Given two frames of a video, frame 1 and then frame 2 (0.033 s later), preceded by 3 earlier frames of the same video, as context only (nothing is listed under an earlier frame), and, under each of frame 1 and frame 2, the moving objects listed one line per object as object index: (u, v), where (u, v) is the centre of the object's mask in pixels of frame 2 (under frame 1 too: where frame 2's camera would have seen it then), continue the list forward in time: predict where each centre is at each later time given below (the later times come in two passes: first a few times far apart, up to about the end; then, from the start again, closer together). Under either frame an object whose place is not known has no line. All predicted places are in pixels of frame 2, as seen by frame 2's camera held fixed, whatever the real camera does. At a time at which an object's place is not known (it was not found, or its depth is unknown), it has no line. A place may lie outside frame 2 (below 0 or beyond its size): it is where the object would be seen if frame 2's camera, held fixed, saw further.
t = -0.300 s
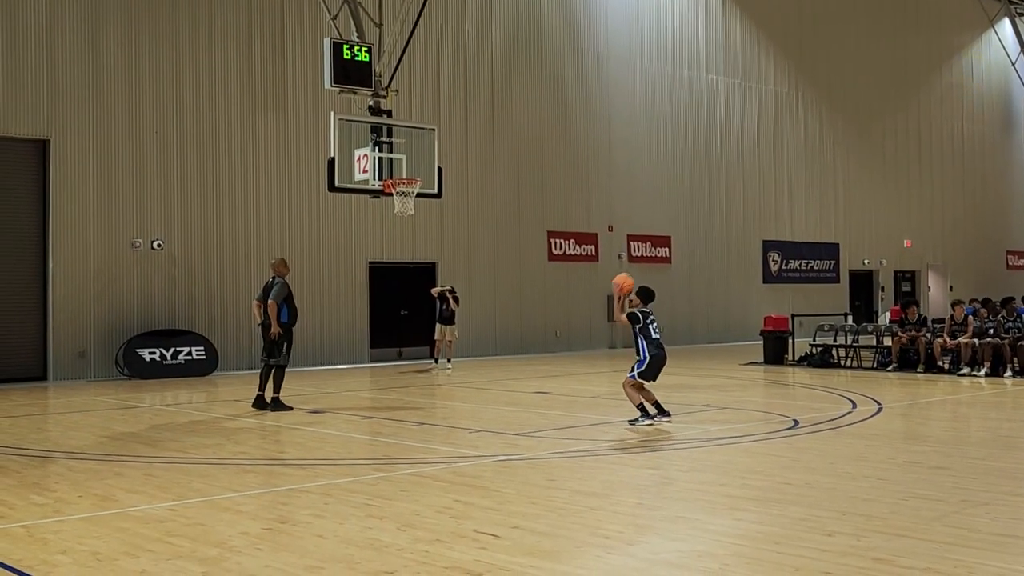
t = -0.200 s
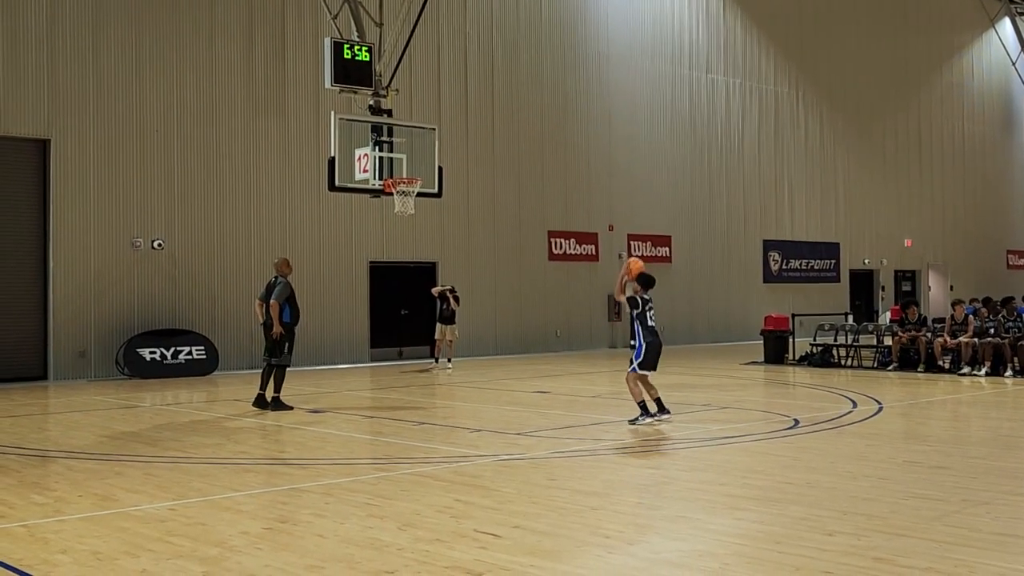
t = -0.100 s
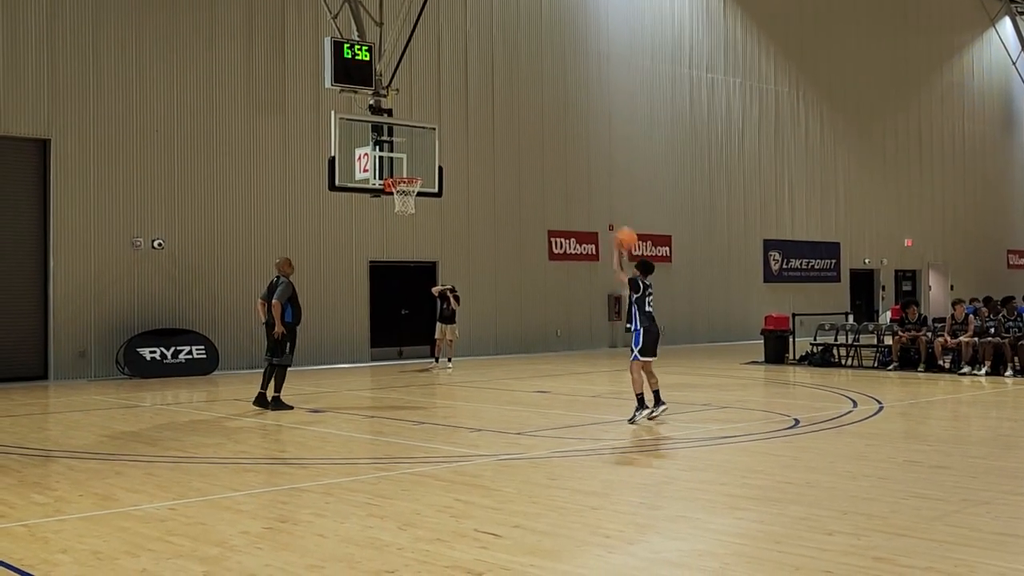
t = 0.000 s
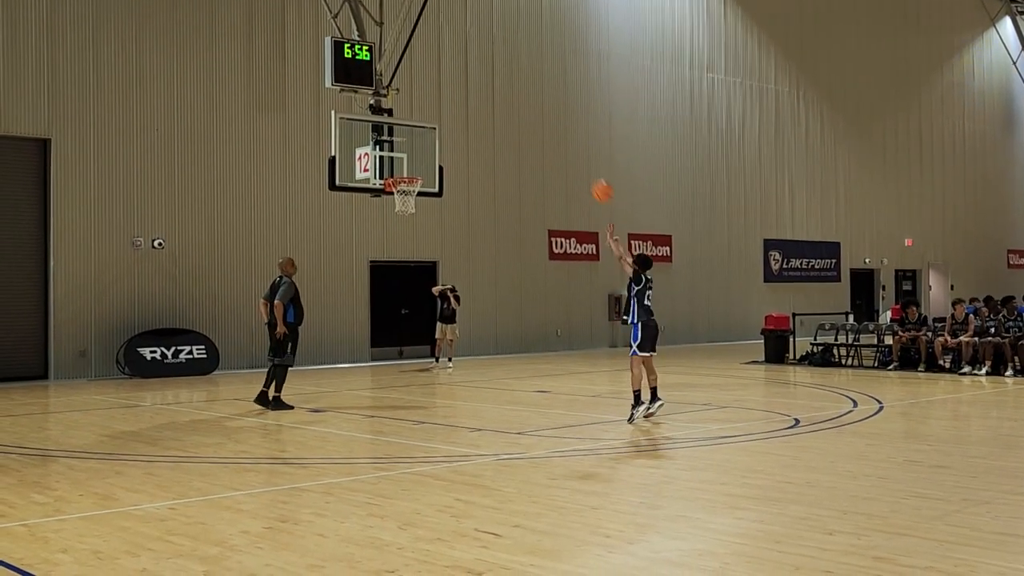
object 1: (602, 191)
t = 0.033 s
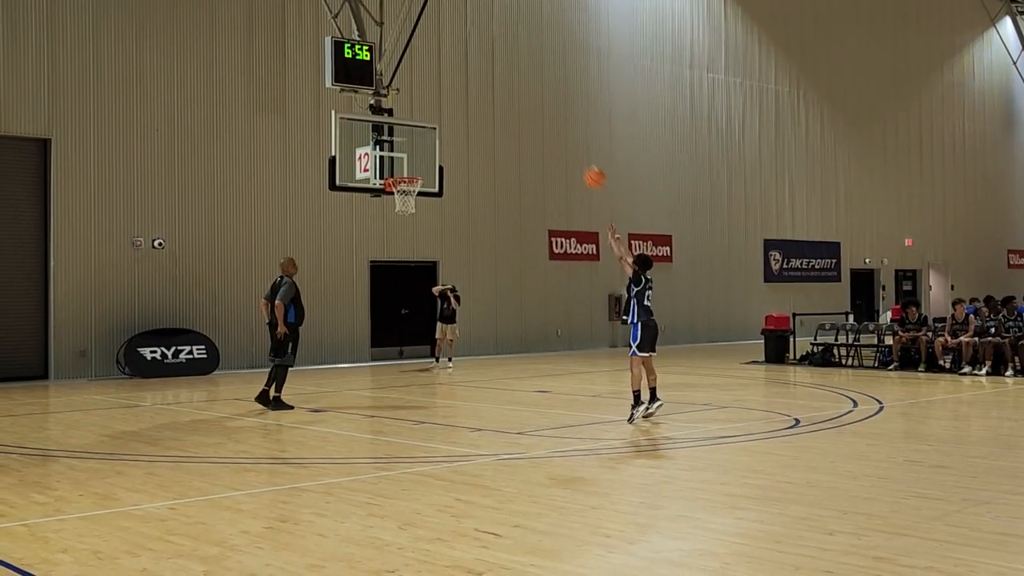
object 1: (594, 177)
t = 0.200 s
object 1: (556, 125)
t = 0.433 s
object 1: (507, 93)
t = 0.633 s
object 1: (471, 99)
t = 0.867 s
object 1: (431, 140)
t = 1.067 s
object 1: (402, 189)
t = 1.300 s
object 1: (380, 214)
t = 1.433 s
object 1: (369, 241)
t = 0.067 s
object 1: (586, 165)
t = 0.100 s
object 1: (579, 154)
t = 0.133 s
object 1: (571, 143)
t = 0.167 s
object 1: (563, 134)
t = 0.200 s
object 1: (556, 125)
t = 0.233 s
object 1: (548, 117)
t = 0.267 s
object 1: (541, 111)
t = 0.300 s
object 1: (534, 106)
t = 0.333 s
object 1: (527, 101)
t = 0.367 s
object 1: (520, 97)
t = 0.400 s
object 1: (514, 94)
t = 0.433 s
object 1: (507, 93)
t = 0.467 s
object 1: (500, 92)
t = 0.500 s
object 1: (494, 92)
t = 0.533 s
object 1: (488, 93)
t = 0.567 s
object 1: (482, 94)
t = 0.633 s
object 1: (471, 99)
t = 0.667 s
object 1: (464, 103)
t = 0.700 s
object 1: (459, 107)
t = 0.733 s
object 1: (453, 112)
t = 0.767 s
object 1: (447, 119)
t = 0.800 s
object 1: (442, 125)
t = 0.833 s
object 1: (436, 133)
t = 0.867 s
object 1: (431, 140)
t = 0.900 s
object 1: (426, 150)
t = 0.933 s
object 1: (421, 159)
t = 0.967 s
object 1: (416, 169)
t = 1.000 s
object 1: (411, 175)
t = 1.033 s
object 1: (405, 185)
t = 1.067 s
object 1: (402, 189)
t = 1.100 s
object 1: (397, 199)
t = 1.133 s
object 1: (392, 202)
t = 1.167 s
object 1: (389, 202)
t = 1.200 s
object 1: (387, 203)
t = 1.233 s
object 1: (385, 206)
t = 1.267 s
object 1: (383, 210)
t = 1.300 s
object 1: (380, 214)
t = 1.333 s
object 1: (377, 220)
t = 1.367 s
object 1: (375, 226)
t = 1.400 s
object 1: (372, 233)
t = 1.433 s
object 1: (369, 241)
